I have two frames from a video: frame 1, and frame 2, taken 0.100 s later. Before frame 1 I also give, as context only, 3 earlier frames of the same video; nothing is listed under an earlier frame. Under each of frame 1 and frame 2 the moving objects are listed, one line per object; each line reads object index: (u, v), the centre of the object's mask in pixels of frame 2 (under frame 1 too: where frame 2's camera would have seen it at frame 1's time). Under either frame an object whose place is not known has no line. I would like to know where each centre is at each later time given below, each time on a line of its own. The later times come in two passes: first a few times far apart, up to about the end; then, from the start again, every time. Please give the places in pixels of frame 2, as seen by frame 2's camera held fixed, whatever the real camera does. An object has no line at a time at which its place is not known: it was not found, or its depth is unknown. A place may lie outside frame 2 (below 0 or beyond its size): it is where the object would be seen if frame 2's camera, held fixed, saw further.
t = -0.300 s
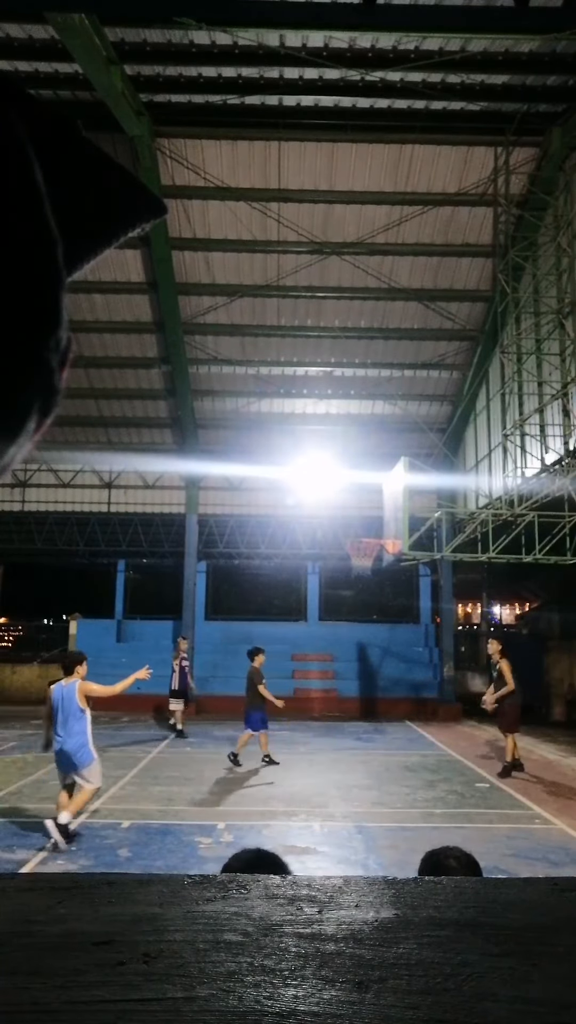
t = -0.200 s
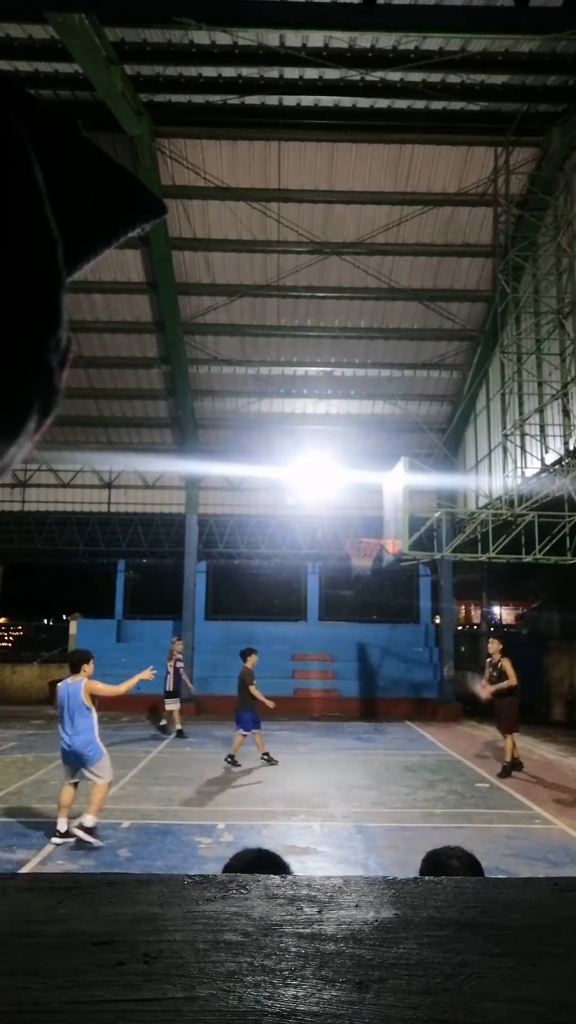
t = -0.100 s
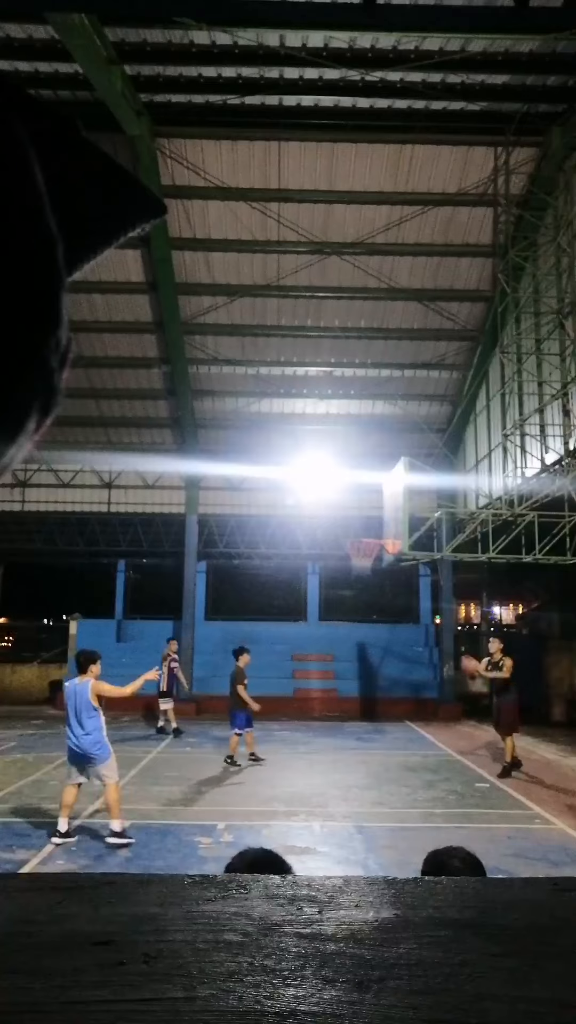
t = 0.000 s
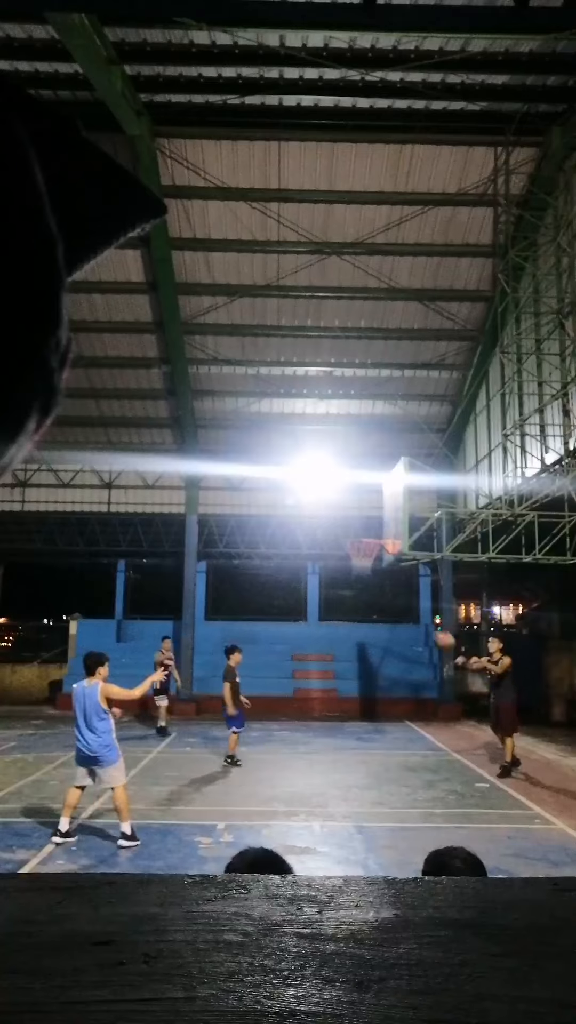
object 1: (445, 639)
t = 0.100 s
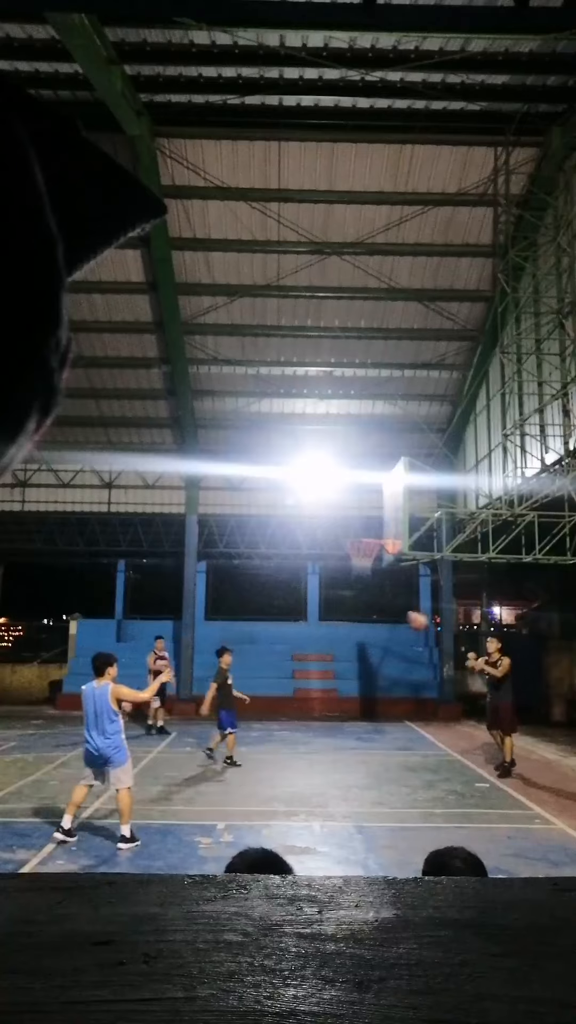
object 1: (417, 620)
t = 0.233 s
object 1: (378, 604)
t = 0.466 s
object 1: (302, 609)
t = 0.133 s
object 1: (407, 614)
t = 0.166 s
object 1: (397, 610)
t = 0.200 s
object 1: (388, 607)
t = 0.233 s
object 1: (378, 604)
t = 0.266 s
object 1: (368, 603)
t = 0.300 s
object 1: (357, 601)
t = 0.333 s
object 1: (346, 601)
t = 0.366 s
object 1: (336, 602)
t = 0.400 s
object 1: (326, 603)
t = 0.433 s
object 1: (313, 605)
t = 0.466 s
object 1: (302, 609)
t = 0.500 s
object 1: (290, 613)
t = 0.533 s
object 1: (278, 619)
